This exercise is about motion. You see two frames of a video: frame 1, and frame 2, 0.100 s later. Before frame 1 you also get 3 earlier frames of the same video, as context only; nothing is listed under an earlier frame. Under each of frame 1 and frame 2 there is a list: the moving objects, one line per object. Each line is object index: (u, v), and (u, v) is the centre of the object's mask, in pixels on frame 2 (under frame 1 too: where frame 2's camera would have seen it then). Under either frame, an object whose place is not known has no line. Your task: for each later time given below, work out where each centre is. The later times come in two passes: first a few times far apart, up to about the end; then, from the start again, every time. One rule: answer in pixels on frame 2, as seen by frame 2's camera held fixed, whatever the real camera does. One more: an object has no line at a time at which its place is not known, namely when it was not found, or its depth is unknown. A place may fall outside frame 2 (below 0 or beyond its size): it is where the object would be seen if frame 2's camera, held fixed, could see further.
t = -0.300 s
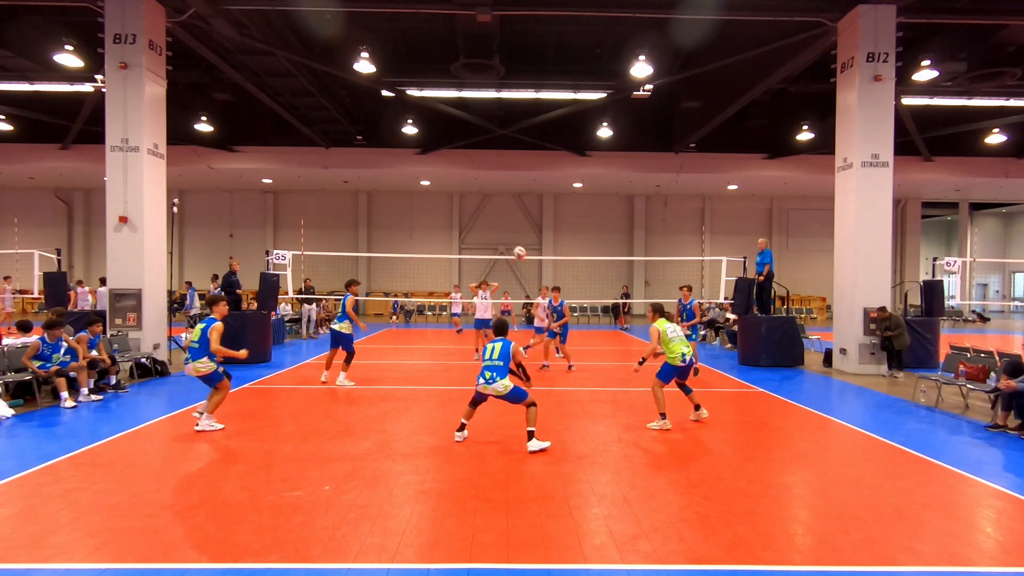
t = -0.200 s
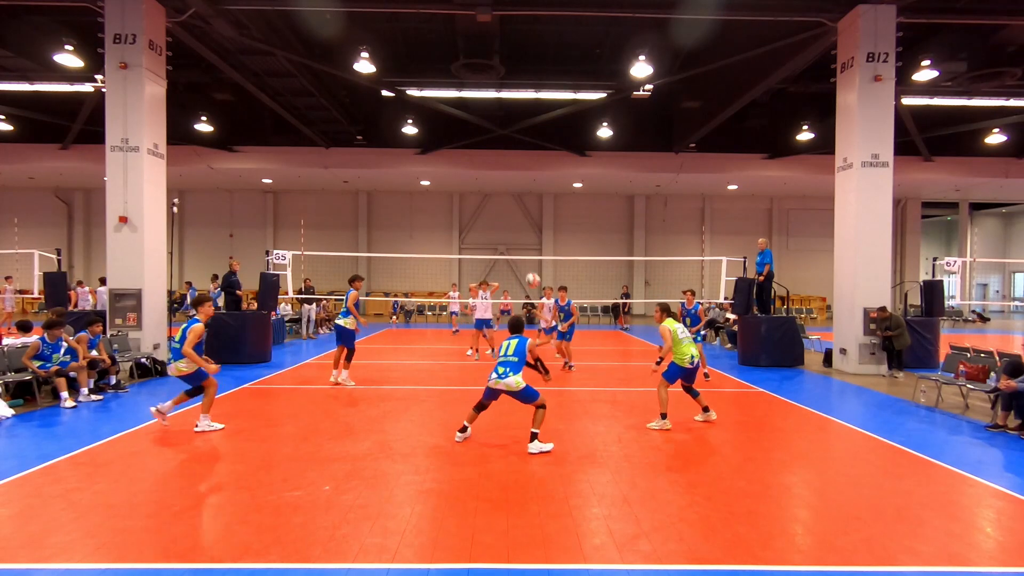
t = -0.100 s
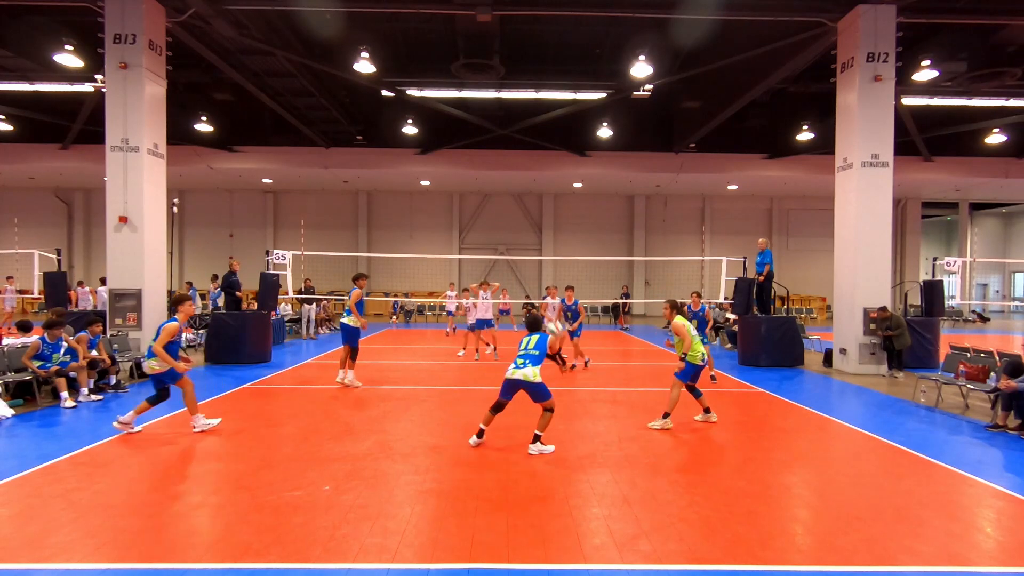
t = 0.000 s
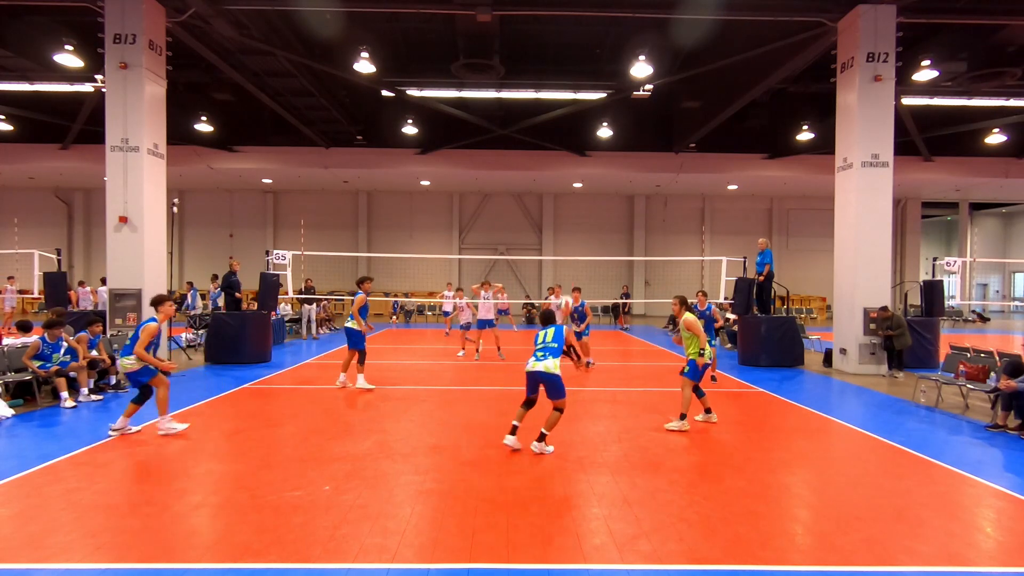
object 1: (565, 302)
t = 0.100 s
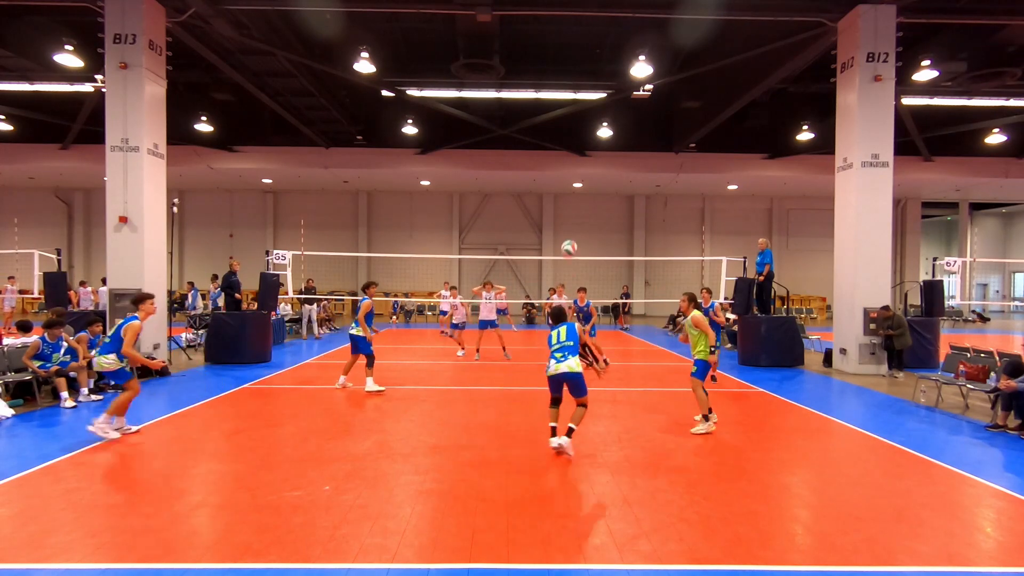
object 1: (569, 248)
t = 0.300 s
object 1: (574, 171)
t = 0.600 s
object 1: (578, 120)
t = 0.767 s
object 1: (580, 120)
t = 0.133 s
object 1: (570, 232)
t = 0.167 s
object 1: (571, 219)
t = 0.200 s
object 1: (572, 205)
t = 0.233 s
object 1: (572, 193)
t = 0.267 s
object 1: (573, 181)
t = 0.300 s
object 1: (574, 171)
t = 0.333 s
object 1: (574, 161)
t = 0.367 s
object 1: (575, 153)
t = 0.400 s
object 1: (576, 146)
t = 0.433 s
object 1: (576, 140)
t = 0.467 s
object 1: (577, 134)
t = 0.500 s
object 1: (577, 129)
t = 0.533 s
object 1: (578, 126)
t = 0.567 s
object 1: (578, 122)
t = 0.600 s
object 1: (578, 120)
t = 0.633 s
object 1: (579, 119)
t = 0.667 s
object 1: (579, 118)
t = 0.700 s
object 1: (579, 118)
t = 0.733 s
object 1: (580, 118)
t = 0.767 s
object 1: (580, 120)
